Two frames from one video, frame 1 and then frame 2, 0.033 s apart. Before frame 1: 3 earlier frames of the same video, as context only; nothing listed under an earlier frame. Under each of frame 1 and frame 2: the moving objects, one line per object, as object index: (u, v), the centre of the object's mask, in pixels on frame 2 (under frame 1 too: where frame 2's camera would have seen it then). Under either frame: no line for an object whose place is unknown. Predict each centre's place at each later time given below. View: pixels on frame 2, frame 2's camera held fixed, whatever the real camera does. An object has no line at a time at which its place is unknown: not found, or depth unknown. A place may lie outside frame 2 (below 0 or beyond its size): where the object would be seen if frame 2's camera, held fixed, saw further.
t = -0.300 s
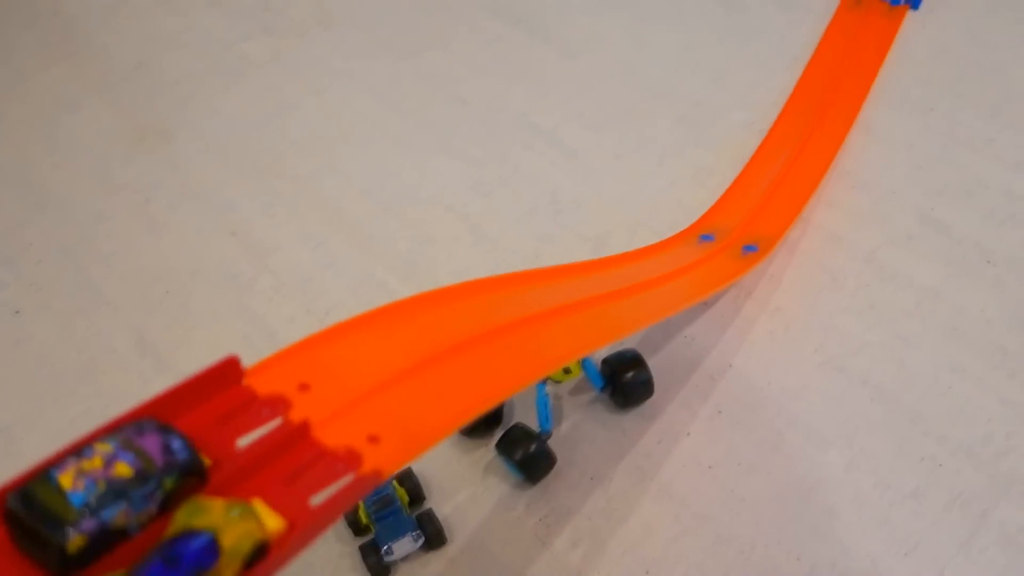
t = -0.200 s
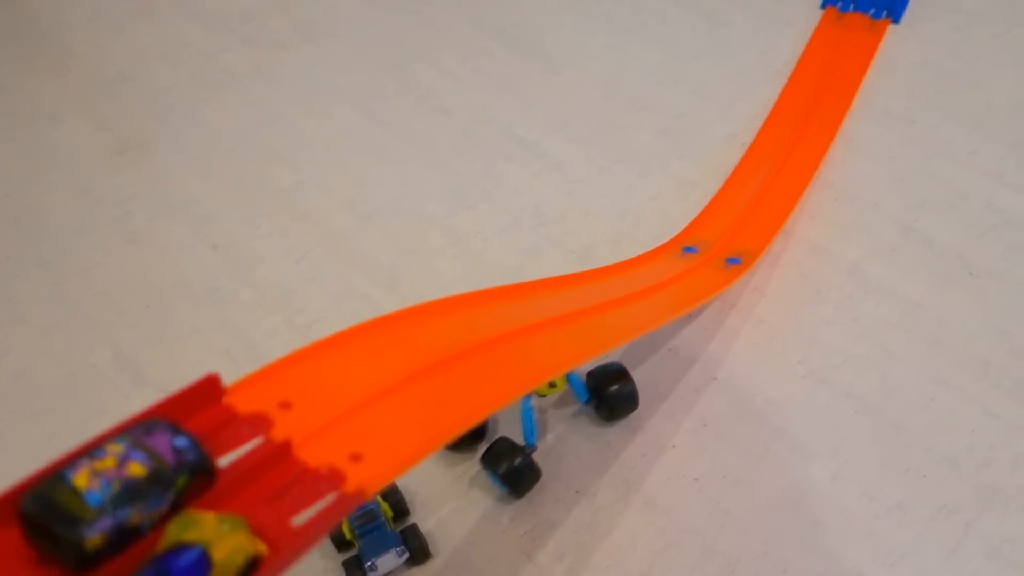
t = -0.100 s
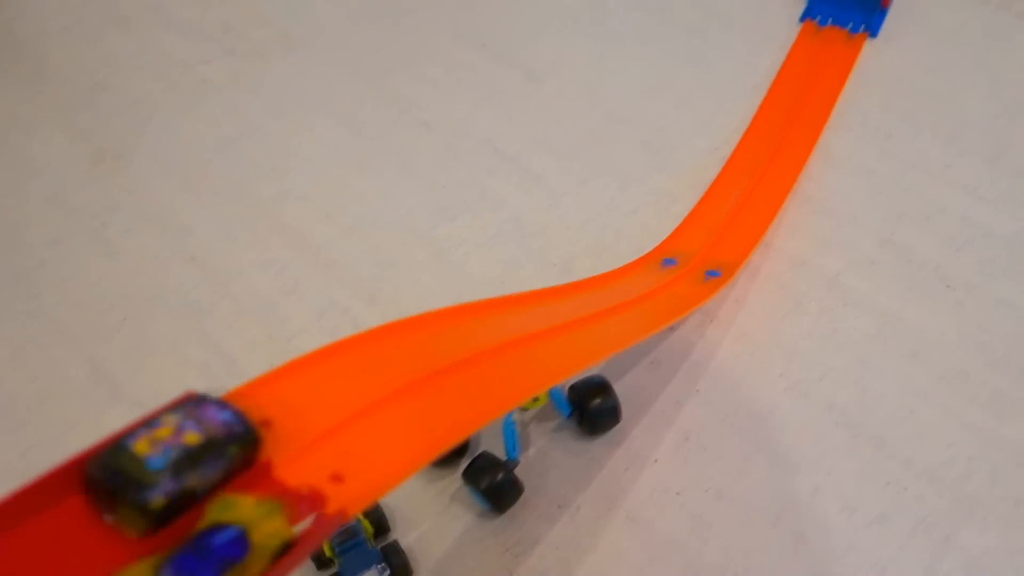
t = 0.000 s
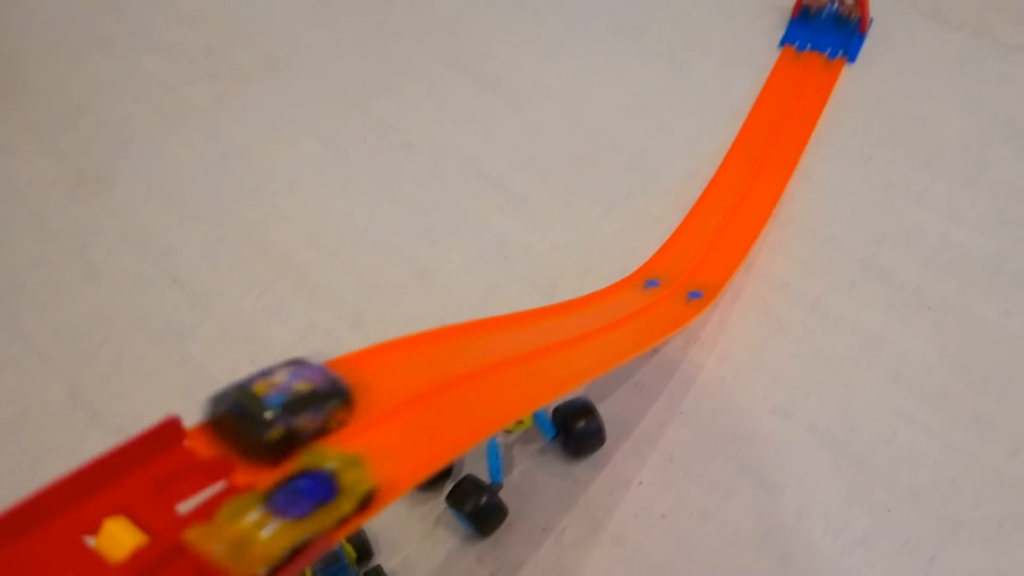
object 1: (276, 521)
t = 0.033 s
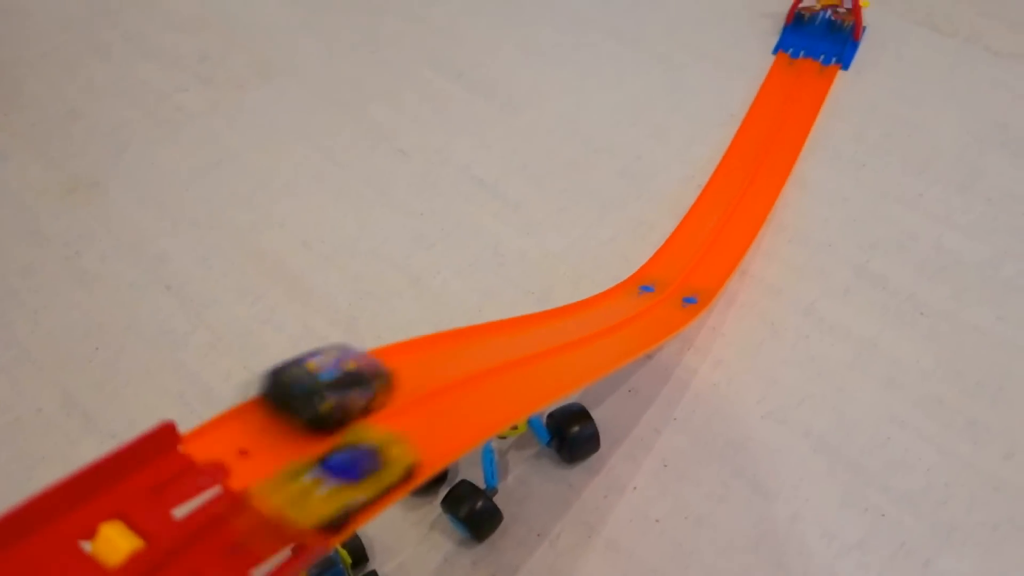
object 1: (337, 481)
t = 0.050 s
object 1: (368, 463)
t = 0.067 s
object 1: (381, 457)
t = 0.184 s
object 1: (536, 379)
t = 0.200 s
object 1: (554, 372)
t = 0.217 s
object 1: (573, 364)
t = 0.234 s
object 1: (592, 356)
